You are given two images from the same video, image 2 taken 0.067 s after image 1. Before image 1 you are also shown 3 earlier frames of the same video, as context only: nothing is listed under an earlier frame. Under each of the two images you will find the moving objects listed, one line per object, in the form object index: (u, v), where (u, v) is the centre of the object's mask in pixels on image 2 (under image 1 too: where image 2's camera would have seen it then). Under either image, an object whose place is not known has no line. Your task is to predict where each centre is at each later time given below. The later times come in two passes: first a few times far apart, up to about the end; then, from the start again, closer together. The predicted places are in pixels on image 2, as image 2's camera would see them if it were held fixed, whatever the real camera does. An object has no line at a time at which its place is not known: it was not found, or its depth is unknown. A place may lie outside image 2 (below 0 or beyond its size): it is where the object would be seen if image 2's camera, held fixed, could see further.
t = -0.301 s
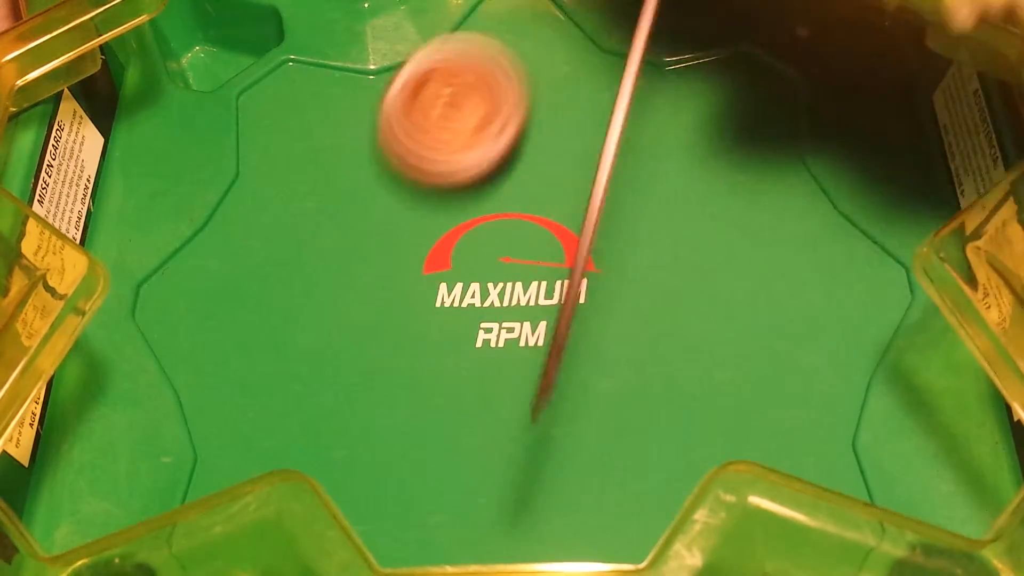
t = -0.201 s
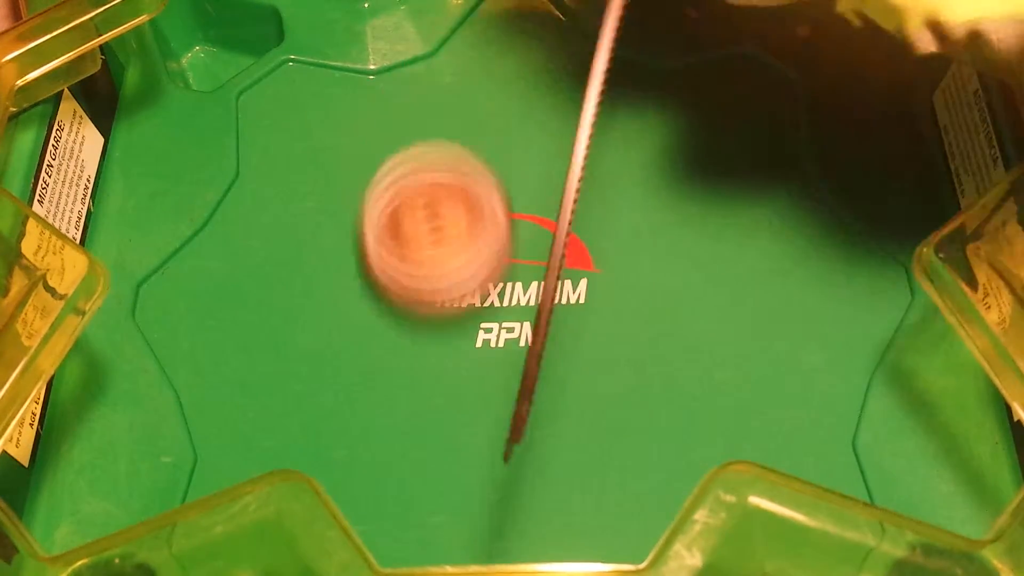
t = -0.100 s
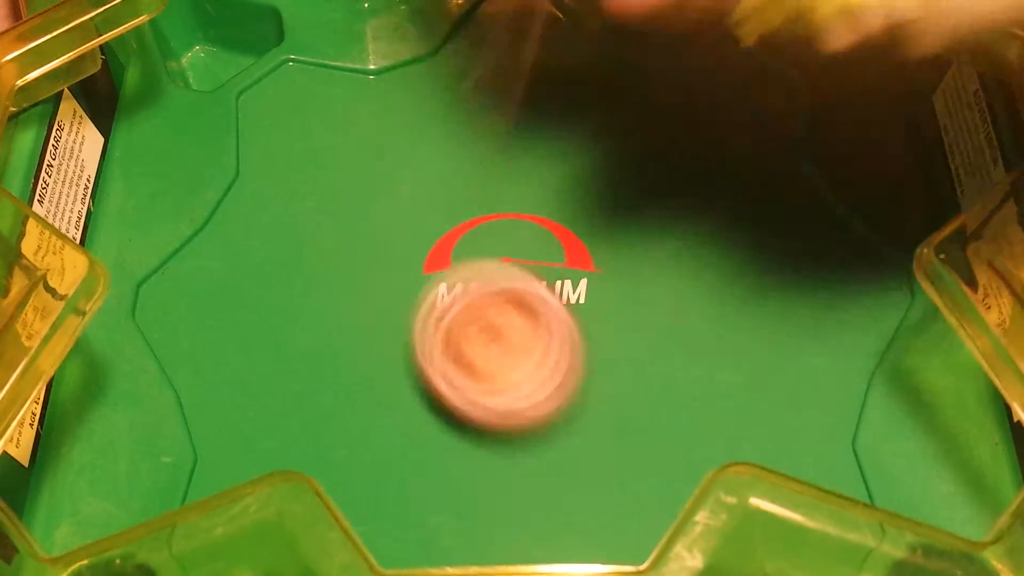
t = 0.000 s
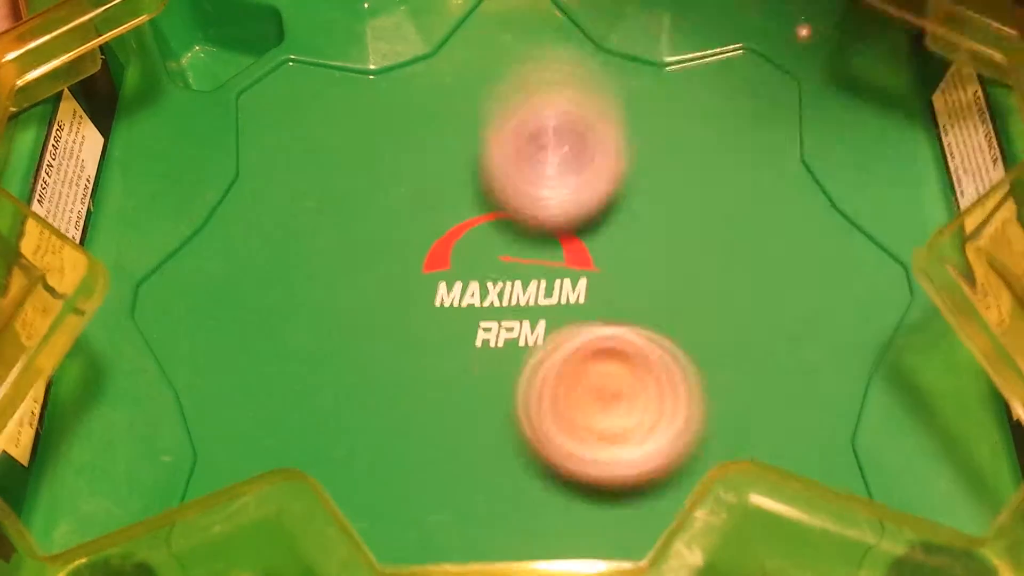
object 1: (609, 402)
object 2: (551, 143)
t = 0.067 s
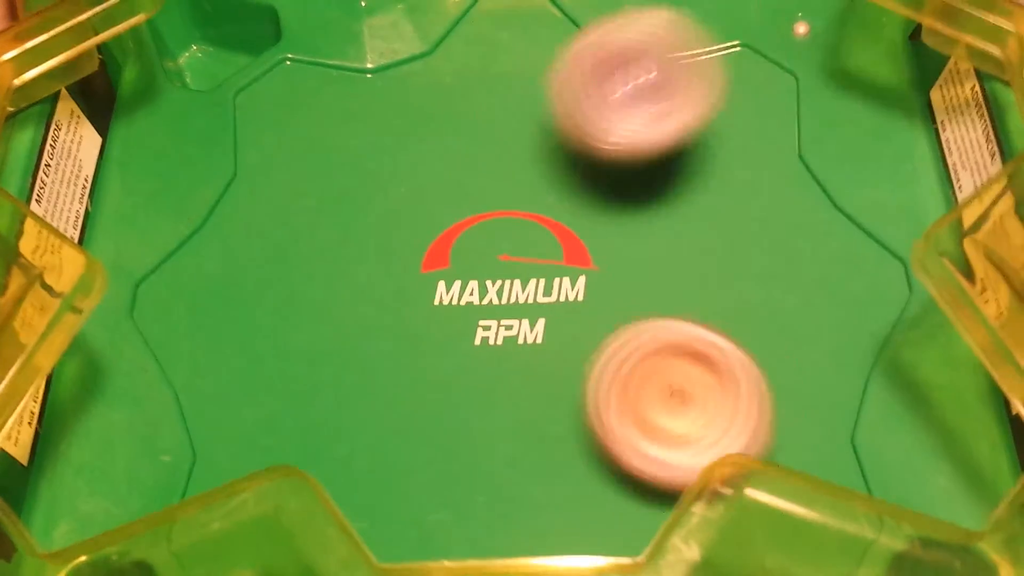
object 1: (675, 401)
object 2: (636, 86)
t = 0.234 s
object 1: (781, 343)
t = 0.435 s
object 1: (786, 233)
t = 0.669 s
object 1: (608, 251)
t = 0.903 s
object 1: (573, 437)
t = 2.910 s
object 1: (440, 354)
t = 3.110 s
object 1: (495, 276)
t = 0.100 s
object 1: (705, 401)
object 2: (683, 73)
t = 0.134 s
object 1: (730, 392)
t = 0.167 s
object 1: (750, 381)
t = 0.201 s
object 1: (767, 366)
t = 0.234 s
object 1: (781, 343)
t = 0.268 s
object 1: (793, 328)
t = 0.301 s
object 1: (800, 311)
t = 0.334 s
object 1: (805, 292)
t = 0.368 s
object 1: (804, 271)
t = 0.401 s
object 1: (799, 250)
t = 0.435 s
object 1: (786, 233)
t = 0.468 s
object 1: (769, 220)
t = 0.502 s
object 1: (749, 210)
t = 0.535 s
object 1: (723, 204)
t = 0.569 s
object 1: (695, 208)
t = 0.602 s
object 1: (664, 219)
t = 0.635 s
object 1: (634, 233)
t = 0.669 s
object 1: (608, 251)
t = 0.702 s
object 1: (588, 272)
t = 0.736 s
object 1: (571, 297)
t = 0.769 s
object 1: (560, 327)
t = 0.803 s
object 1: (555, 358)
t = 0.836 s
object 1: (556, 386)
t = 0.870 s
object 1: (562, 413)
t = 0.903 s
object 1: (573, 437)
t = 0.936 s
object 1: (589, 457)
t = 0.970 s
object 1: (607, 472)
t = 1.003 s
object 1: (625, 464)
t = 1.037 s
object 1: (632, 485)
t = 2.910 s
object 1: (440, 354)
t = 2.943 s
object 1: (455, 344)
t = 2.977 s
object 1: (466, 332)
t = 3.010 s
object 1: (474, 321)
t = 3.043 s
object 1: (484, 307)
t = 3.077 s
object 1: (492, 292)
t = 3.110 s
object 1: (495, 276)
